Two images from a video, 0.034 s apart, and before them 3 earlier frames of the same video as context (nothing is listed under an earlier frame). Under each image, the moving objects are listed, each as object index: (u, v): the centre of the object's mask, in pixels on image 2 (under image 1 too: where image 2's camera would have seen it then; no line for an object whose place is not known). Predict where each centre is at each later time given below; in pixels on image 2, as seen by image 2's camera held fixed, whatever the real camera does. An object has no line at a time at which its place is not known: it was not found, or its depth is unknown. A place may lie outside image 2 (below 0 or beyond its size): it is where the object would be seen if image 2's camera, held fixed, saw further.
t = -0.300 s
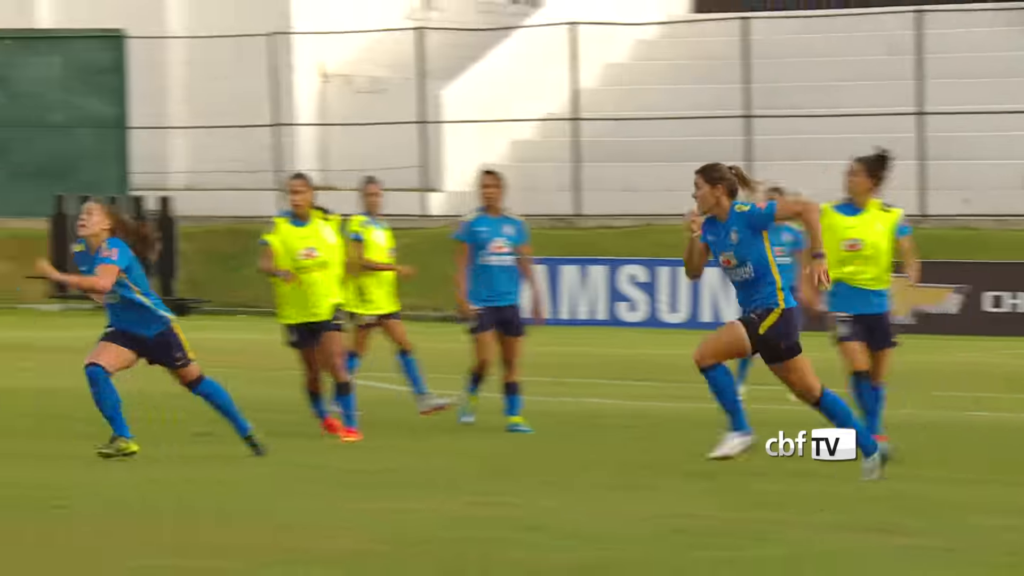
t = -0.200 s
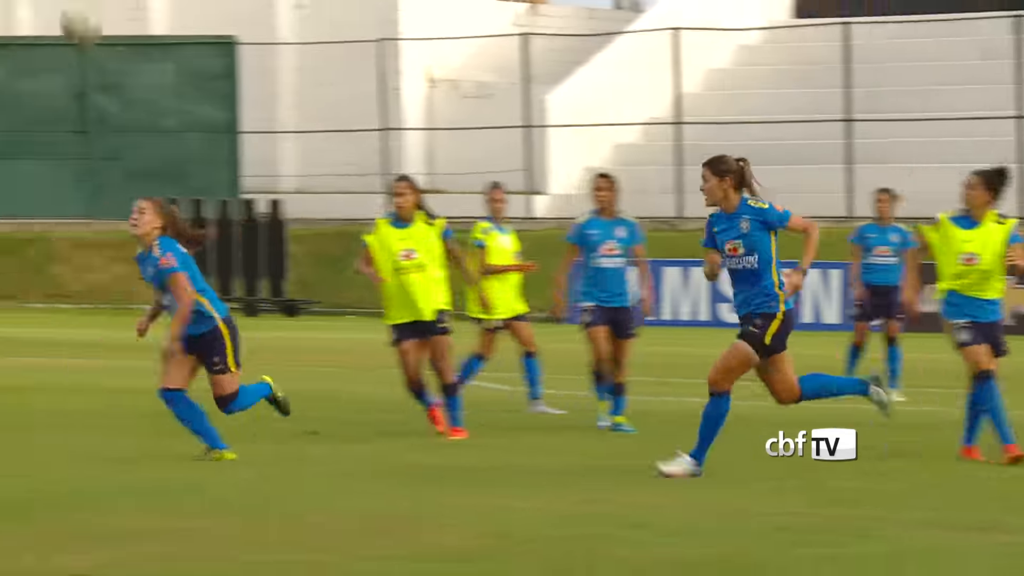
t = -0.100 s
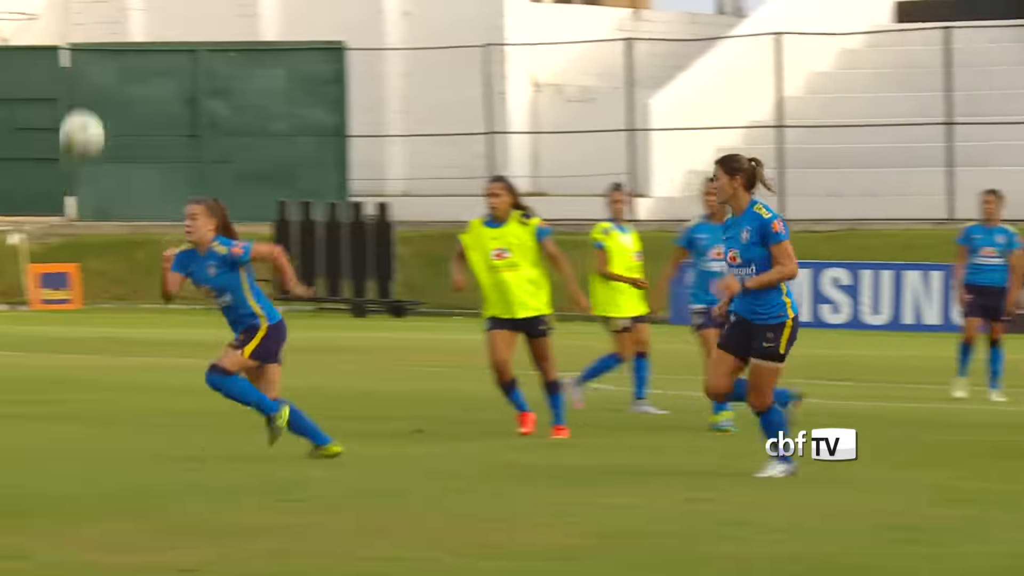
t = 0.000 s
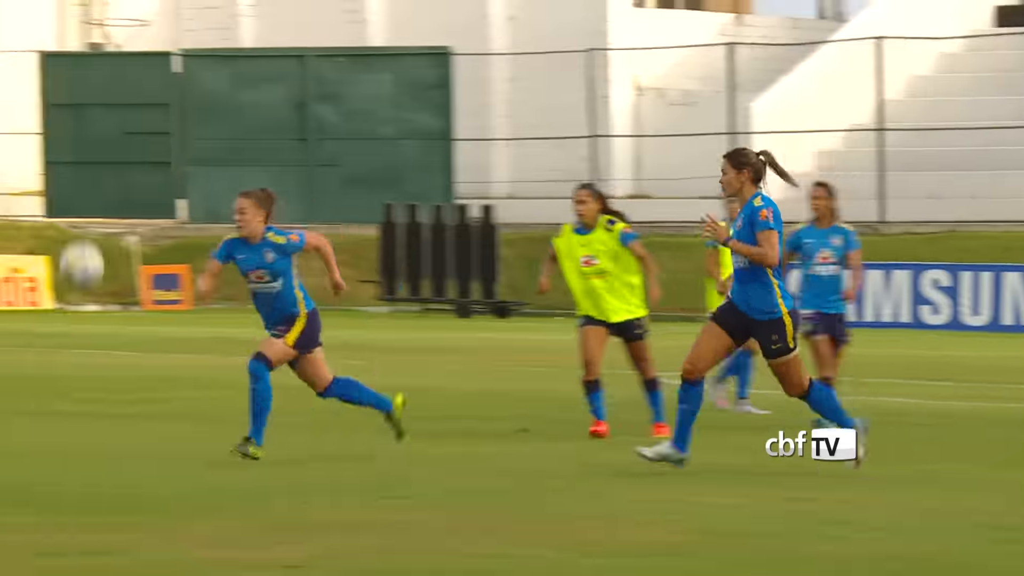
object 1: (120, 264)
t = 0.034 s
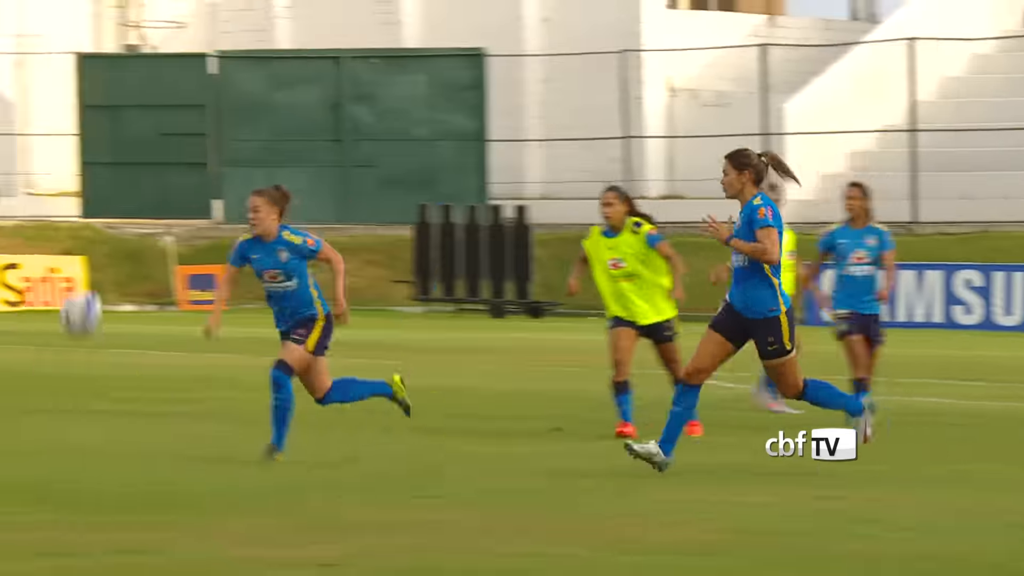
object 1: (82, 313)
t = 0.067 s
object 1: (42, 362)
